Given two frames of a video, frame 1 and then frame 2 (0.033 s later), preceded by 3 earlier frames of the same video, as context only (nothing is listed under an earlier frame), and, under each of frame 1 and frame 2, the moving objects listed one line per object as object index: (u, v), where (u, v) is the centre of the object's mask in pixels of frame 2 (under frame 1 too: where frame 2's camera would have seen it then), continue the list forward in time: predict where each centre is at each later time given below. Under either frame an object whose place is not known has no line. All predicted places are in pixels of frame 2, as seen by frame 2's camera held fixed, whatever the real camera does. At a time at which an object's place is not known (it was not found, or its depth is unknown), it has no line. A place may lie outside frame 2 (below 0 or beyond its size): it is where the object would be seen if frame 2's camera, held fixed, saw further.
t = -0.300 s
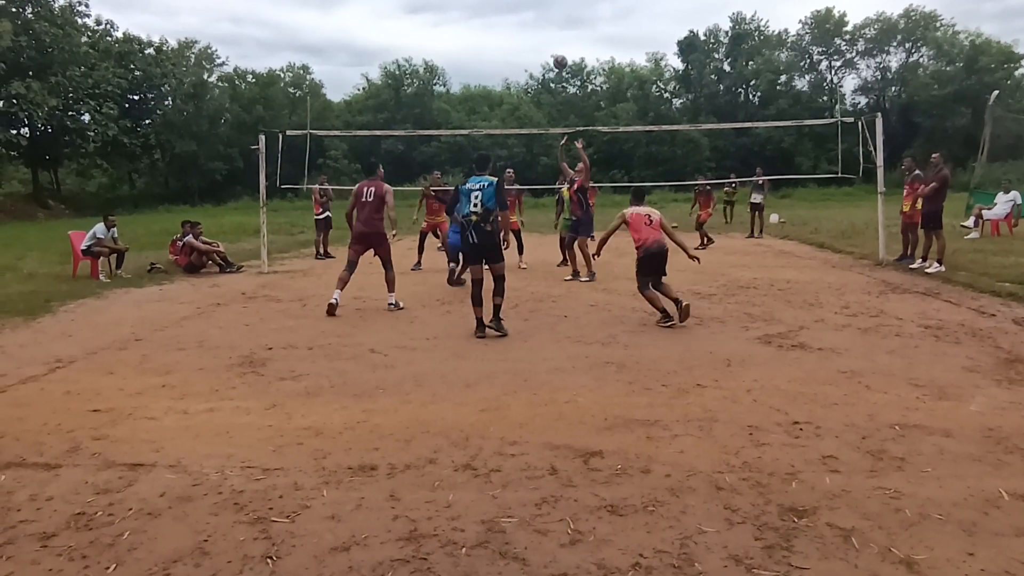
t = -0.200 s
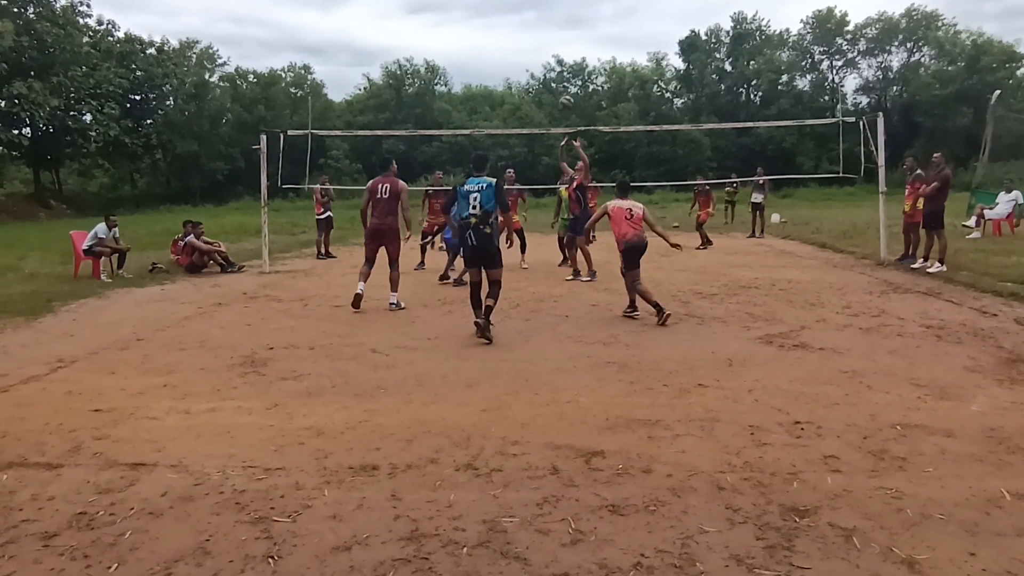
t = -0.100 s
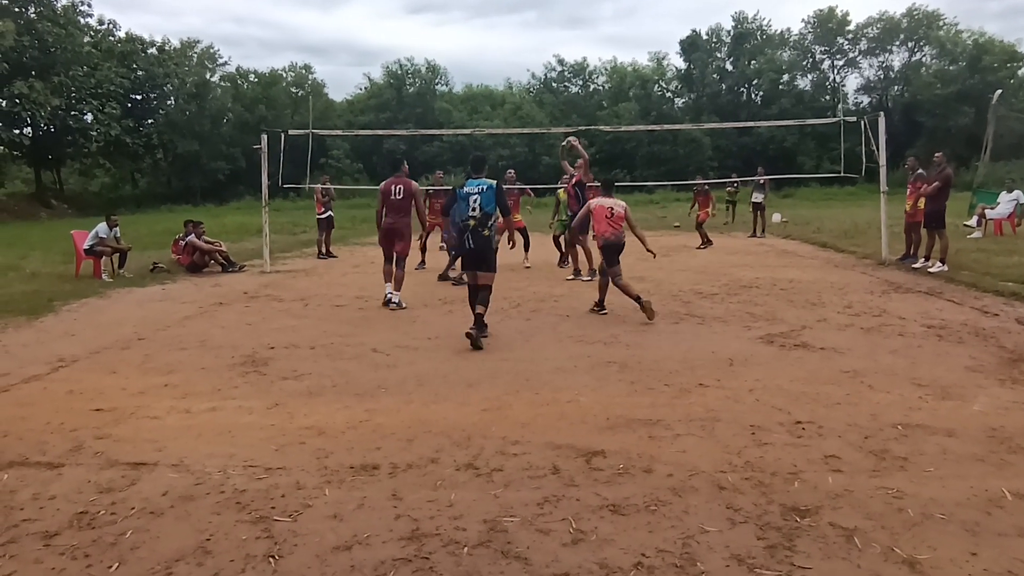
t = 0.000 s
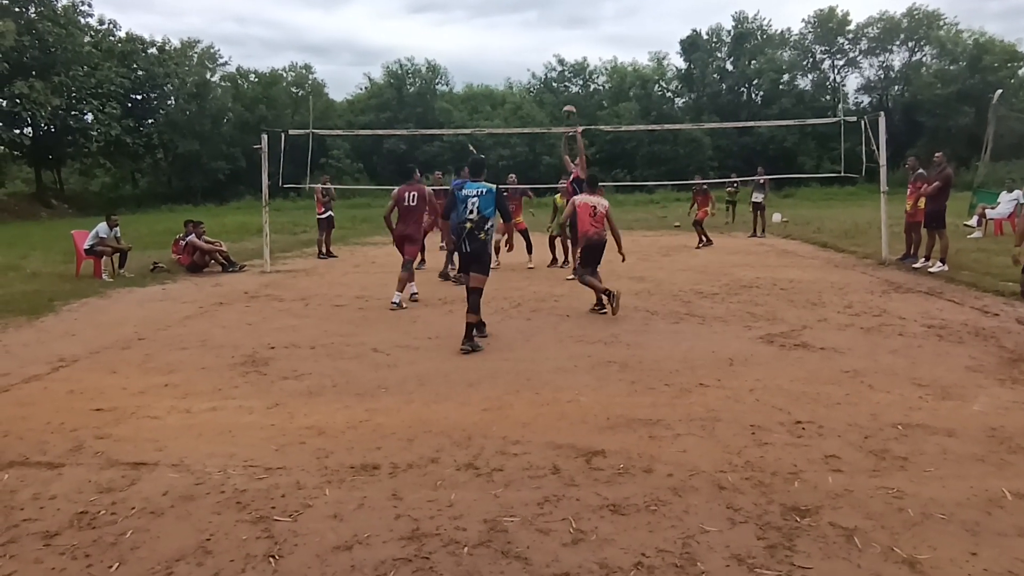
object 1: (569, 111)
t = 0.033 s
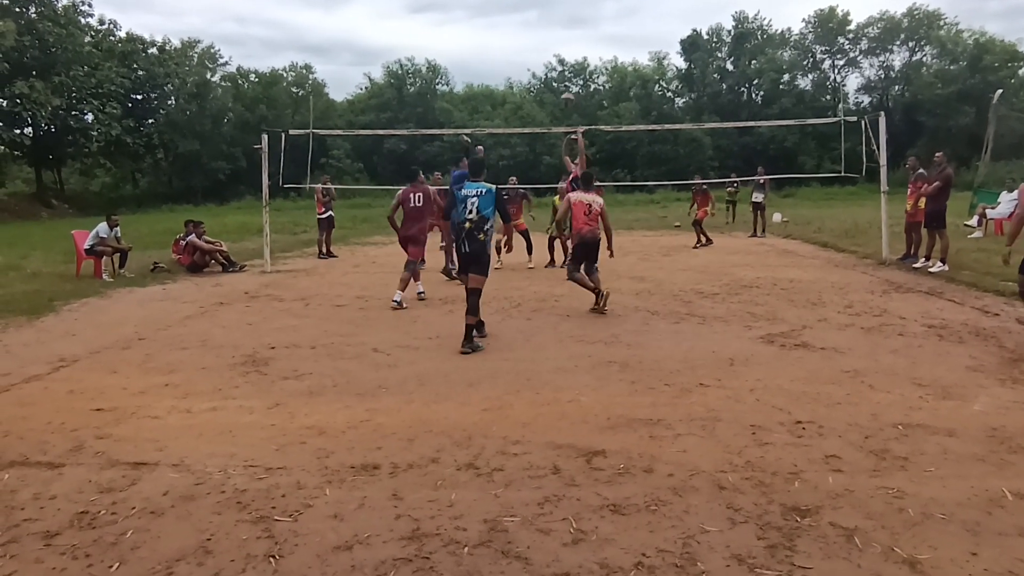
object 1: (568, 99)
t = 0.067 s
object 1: (565, 88)
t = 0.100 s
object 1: (564, 78)
